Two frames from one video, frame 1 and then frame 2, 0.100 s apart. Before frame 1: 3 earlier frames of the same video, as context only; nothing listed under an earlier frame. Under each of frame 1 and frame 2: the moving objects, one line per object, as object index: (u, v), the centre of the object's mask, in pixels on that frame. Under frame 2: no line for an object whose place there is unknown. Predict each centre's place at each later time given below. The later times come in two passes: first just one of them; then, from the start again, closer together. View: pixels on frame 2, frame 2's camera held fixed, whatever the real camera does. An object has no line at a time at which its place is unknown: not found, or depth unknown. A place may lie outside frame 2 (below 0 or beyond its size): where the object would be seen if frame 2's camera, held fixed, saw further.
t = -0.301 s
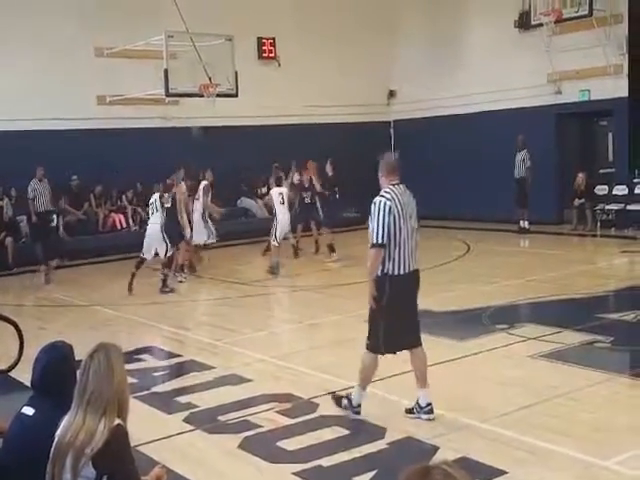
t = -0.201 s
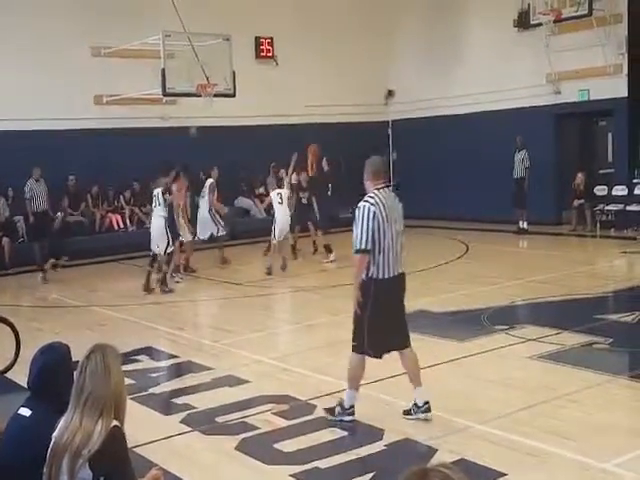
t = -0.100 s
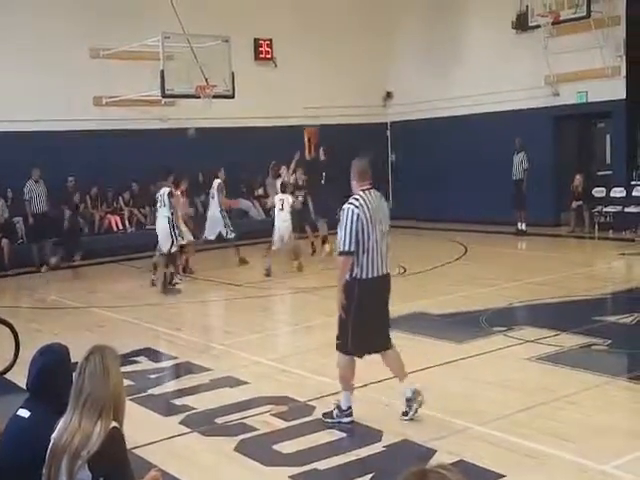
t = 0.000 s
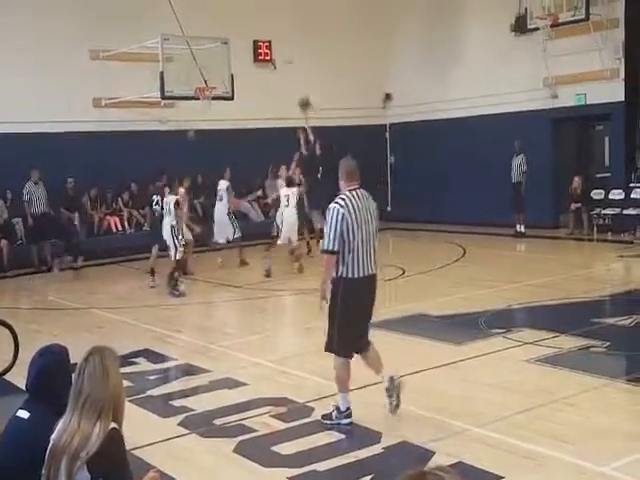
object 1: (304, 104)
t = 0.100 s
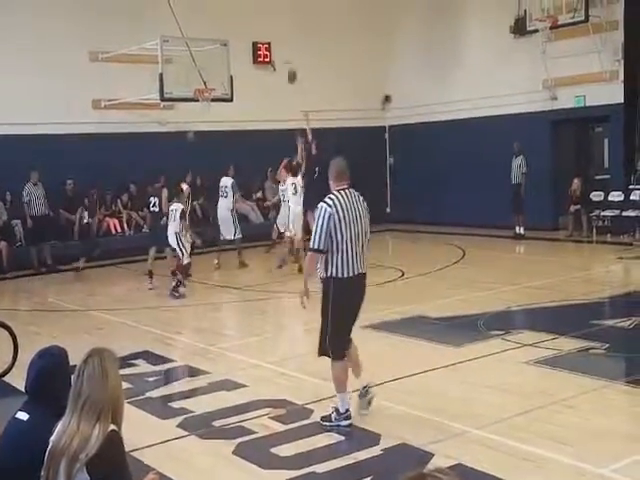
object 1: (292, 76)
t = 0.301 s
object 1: (268, 37)
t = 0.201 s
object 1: (280, 53)
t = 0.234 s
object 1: (276, 48)
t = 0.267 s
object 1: (273, 41)
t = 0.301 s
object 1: (268, 37)
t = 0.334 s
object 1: (264, 33)
